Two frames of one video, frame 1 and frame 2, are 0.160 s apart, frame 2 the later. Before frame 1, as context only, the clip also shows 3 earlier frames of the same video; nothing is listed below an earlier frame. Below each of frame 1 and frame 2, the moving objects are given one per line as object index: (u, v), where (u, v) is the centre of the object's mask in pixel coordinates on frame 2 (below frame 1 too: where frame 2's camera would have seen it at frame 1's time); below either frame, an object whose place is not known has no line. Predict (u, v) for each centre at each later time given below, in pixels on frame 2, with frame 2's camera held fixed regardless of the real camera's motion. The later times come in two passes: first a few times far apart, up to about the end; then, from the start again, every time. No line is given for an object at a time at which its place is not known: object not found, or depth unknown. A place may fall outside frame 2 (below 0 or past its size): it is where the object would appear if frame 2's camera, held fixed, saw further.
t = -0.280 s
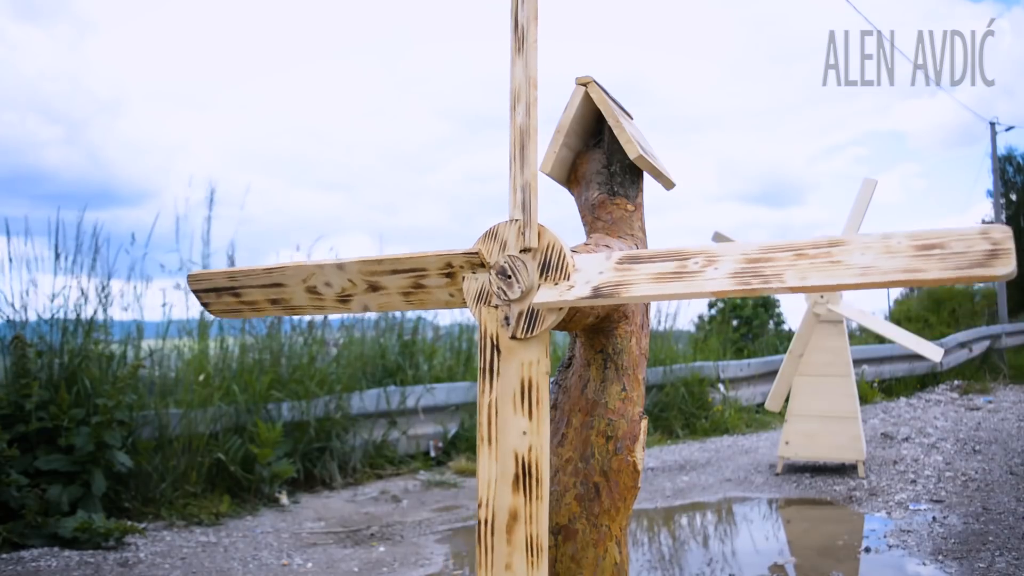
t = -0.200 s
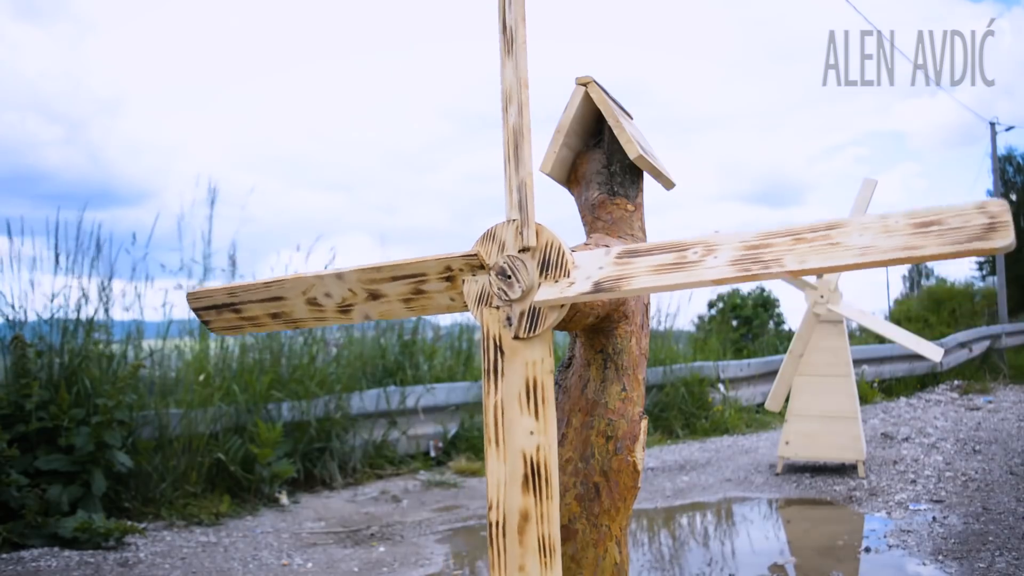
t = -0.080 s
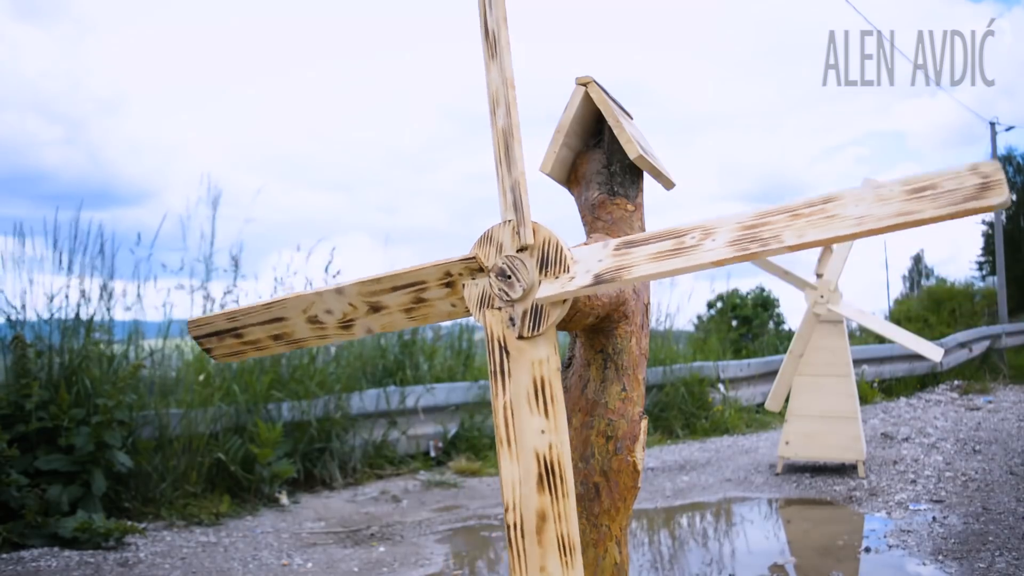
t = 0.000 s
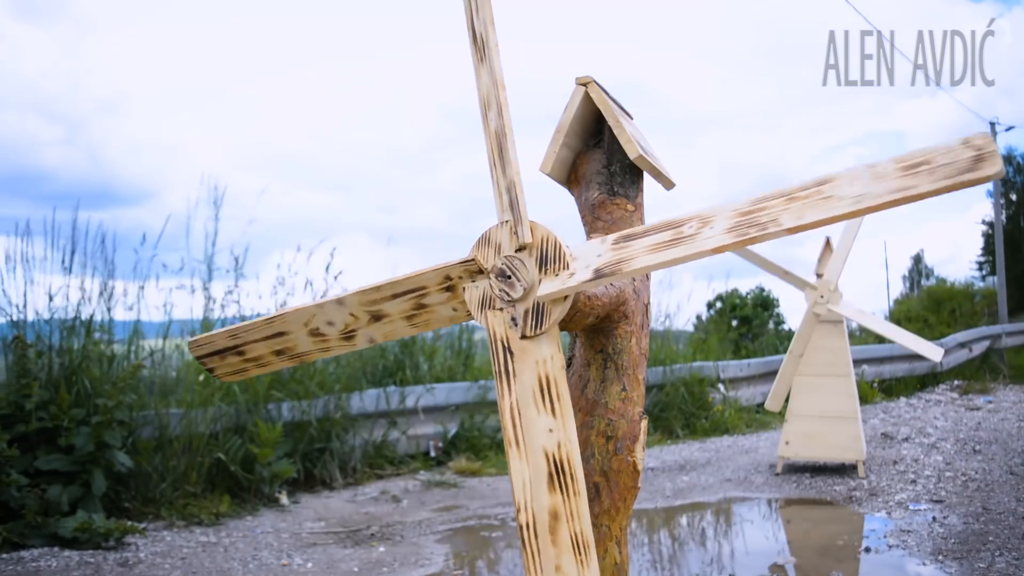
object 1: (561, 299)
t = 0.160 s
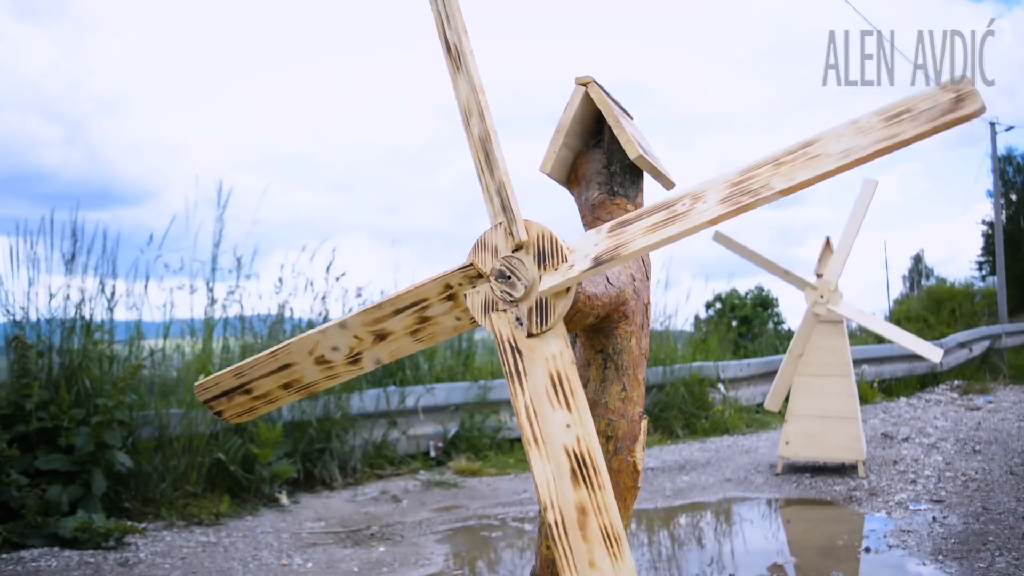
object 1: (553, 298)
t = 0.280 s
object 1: (548, 293)
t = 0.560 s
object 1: (532, 316)
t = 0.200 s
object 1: (550, 299)
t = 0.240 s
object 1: (549, 292)
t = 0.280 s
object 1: (548, 293)
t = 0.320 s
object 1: (546, 295)
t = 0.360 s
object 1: (545, 295)
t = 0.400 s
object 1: (544, 297)
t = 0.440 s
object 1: (541, 300)
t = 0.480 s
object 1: (537, 306)
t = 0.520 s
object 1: (534, 311)
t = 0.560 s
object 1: (532, 316)
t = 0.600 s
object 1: (532, 318)
